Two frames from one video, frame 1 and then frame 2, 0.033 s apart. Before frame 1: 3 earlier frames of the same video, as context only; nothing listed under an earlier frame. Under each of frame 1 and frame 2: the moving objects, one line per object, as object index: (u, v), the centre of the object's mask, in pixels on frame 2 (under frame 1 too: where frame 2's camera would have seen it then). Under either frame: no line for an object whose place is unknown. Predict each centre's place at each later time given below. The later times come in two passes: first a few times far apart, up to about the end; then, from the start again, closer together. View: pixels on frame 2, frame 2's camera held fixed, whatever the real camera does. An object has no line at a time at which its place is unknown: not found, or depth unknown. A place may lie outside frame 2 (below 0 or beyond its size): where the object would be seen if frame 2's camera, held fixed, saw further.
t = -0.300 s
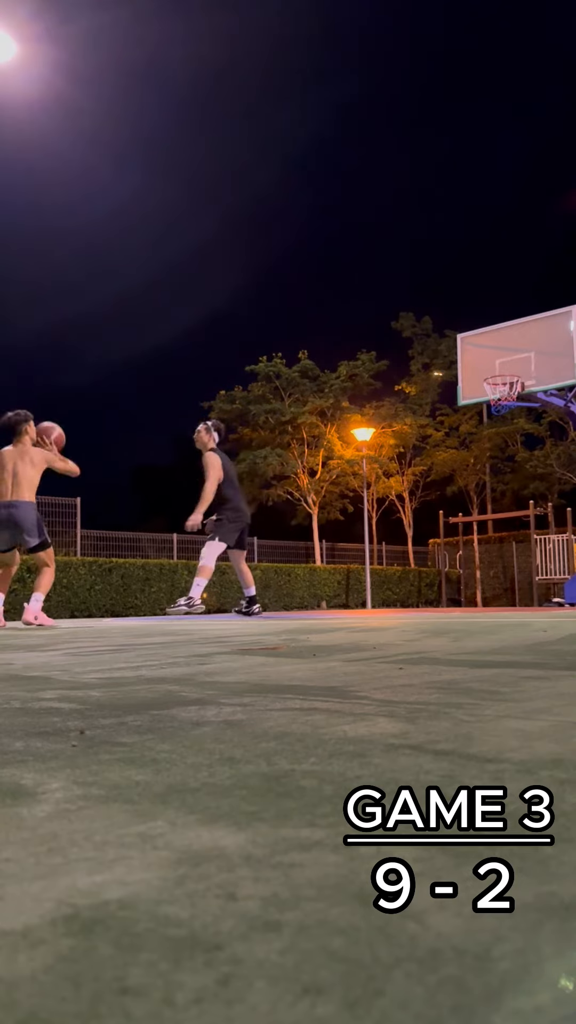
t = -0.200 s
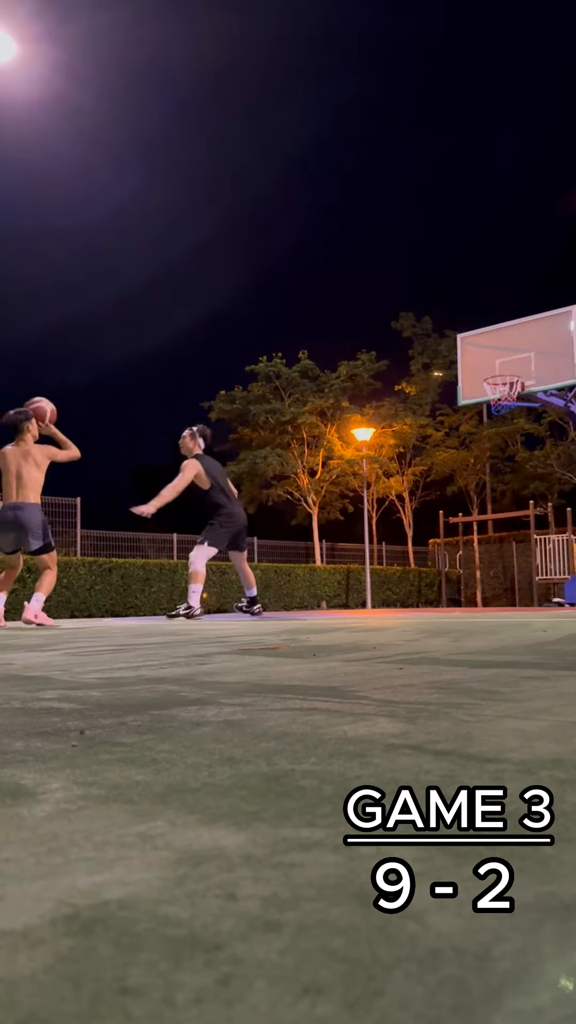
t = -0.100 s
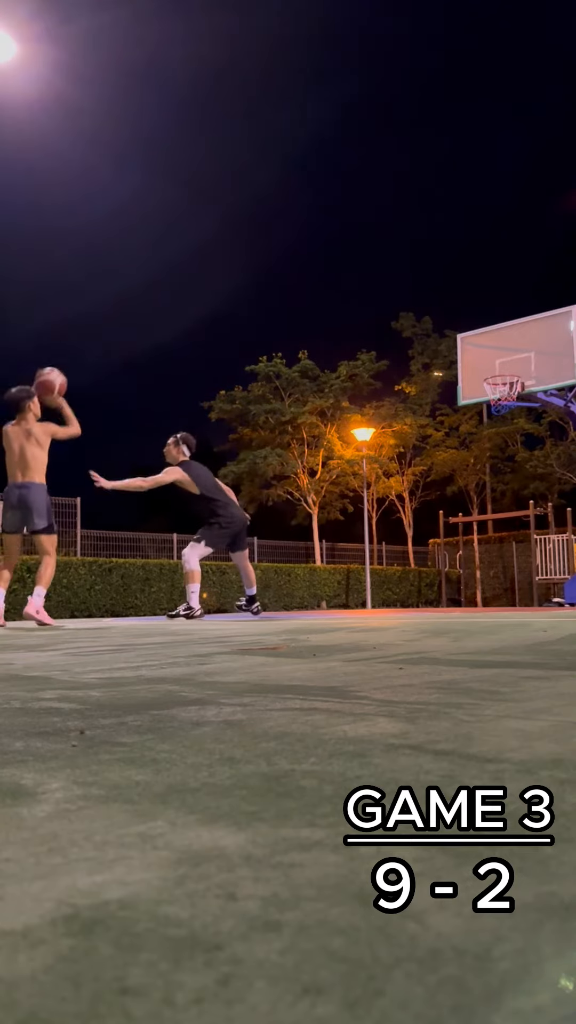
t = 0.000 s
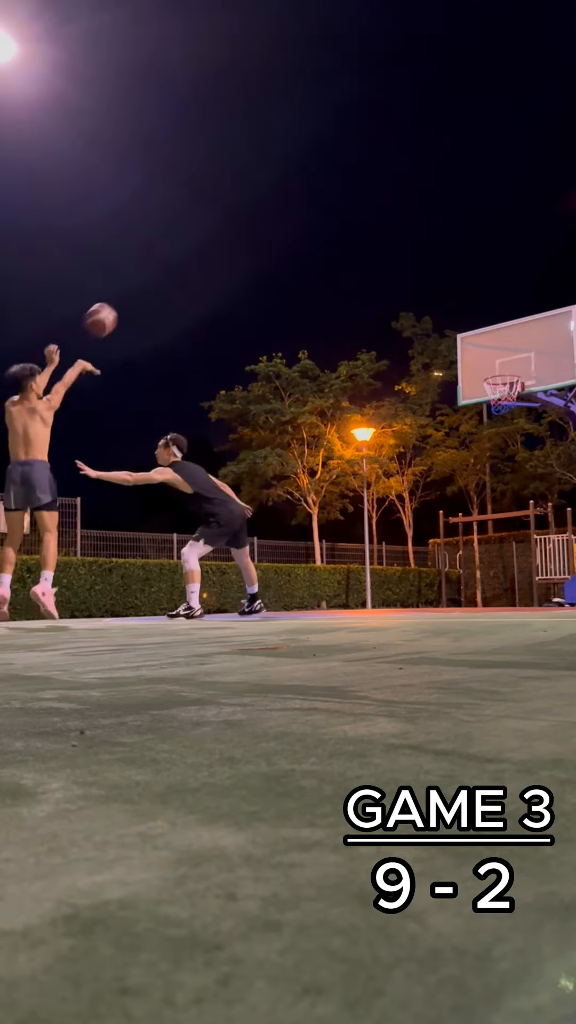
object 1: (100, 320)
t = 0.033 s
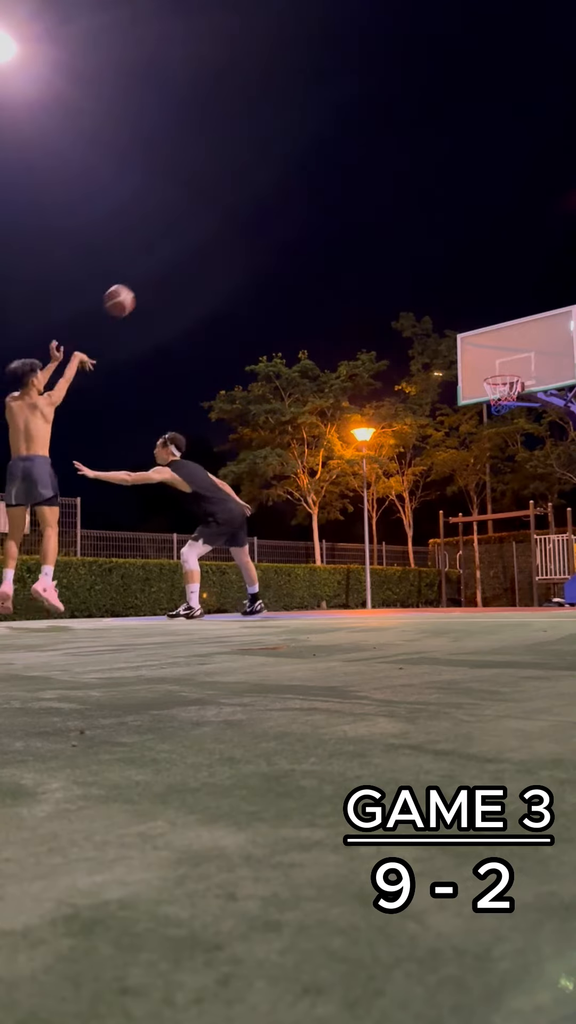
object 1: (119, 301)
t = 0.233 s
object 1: (215, 225)
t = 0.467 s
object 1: (303, 200)
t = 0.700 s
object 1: (375, 222)
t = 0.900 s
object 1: (427, 270)
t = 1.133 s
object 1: (479, 356)
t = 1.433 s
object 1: (504, 353)
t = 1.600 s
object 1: (496, 344)
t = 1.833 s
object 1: (484, 364)
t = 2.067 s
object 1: (475, 426)
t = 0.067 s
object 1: (136, 285)
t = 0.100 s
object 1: (154, 269)
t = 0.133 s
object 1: (170, 256)
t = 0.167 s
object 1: (185, 244)
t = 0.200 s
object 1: (201, 234)
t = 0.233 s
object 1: (215, 225)
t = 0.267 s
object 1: (229, 218)
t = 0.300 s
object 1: (242, 212)
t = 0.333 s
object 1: (256, 207)
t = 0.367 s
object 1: (268, 204)
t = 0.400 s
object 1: (280, 202)
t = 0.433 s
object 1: (292, 200)
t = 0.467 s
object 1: (303, 200)
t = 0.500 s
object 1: (314, 201)
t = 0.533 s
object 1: (325, 202)
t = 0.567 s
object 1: (336, 204)
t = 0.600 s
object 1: (345, 208)
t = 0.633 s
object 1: (356, 212)
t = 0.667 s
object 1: (366, 217)
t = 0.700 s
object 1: (375, 222)
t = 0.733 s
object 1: (384, 229)
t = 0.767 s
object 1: (393, 236)
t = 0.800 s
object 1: (402, 243)
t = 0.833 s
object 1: (411, 252)
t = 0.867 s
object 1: (419, 261)
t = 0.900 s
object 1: (427, 270)
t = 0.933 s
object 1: (436, 281)
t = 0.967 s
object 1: (443, 292)
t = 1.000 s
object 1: (451, 303)
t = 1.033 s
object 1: (459, 314)
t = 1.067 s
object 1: (466, 326)
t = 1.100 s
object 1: (472, 340)
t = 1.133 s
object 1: (479, 356)
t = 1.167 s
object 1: (487, 367)
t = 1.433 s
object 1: (504, 353)
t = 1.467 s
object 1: (503, 349)
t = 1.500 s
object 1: (501, 346)
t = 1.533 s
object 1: (500, 344)
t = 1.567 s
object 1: (497, 344)
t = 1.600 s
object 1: (496, 344)
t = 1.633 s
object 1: (495, 344)
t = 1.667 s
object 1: (493, 345)
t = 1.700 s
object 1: (491, 347)
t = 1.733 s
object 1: (490, 351)
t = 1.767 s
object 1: (487, 355)
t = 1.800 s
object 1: (486, 358)
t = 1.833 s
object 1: (484, 364)
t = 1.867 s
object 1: (483, 370)
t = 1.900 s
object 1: (481, 377)
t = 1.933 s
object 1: (480, 386)
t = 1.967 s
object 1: (479, 395)
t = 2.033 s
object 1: (477, 416)
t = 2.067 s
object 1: (475, 426)
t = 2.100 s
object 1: (473, 439)
